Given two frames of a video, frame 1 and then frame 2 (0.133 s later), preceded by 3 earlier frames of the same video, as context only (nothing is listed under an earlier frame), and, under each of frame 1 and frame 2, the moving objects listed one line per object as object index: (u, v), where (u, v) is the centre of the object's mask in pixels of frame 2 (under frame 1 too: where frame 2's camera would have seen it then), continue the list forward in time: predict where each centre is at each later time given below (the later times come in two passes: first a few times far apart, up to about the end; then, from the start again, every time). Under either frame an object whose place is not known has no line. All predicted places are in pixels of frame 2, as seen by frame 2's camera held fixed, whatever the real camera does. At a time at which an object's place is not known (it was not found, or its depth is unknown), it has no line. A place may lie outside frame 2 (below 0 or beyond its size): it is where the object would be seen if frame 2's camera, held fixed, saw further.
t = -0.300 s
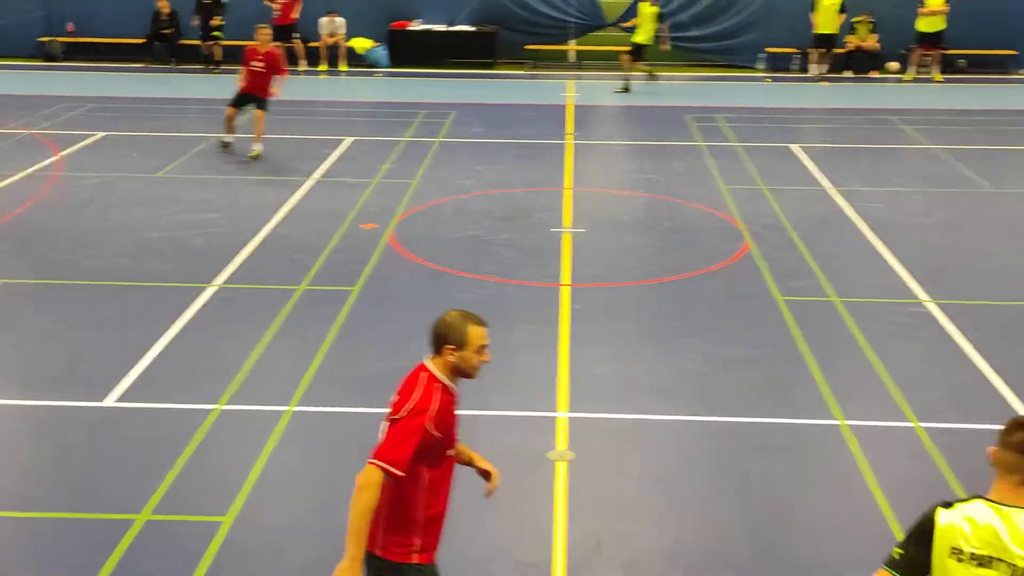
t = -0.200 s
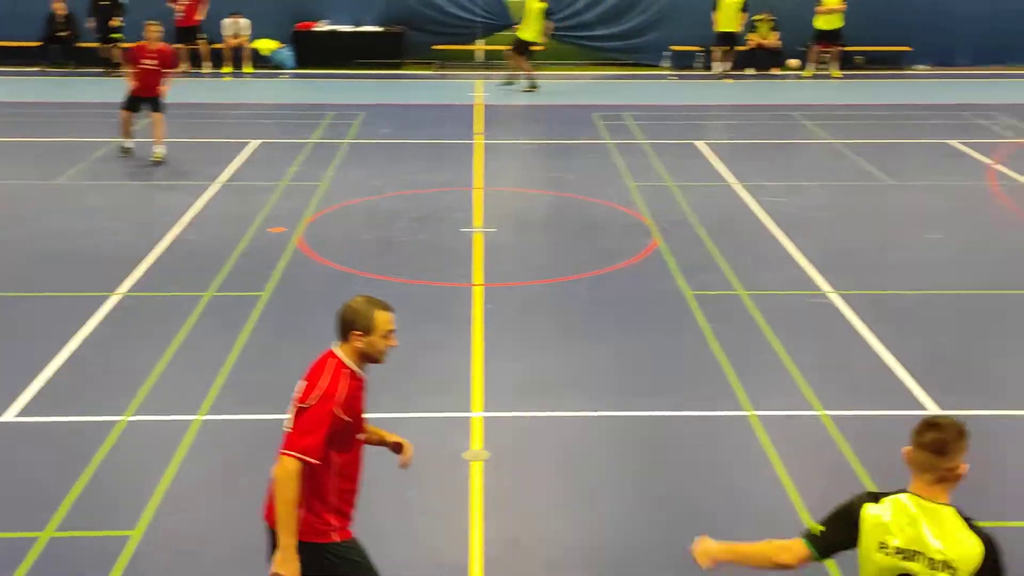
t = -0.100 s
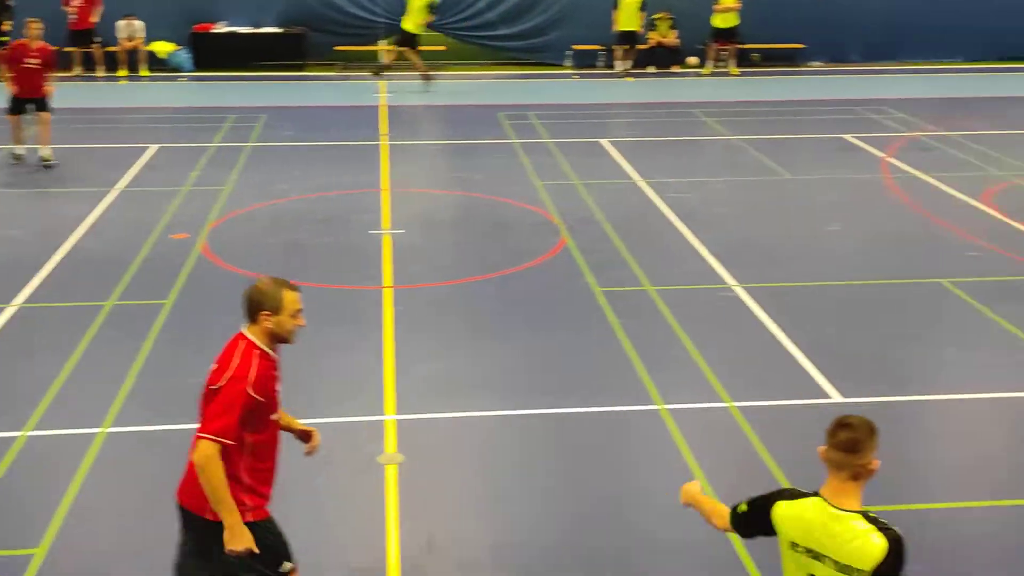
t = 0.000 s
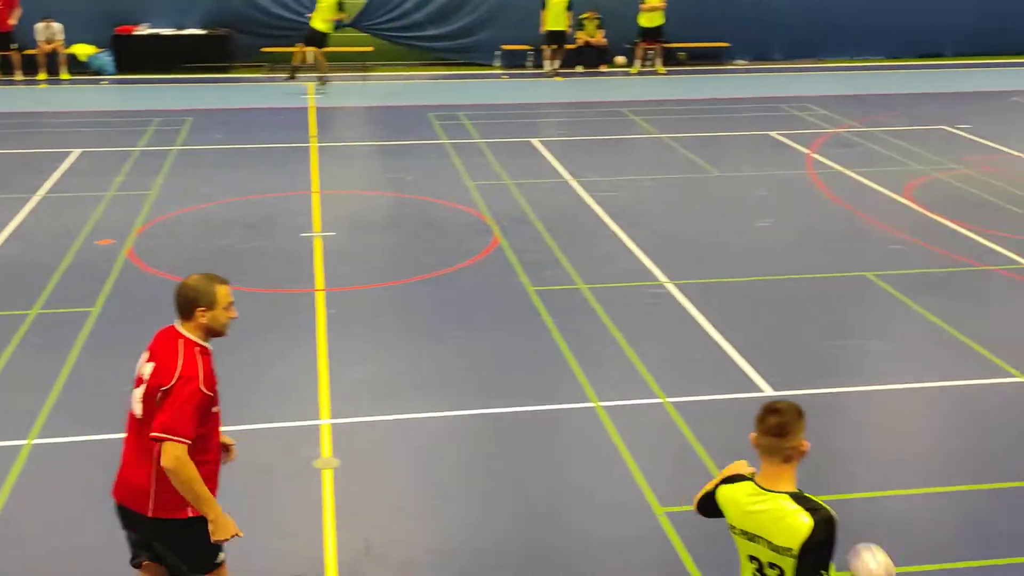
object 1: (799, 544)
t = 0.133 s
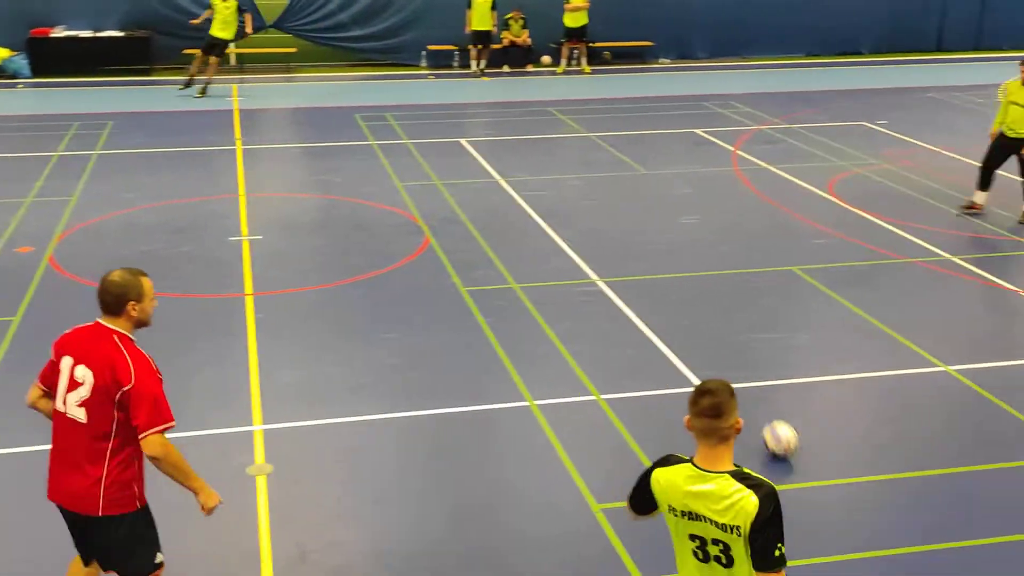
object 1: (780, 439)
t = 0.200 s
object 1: (774, 399)
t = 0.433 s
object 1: (753, 303)
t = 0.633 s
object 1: (743, 252)
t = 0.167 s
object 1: (777, 419)
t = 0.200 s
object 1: (774, 399)
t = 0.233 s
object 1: (770, 379)
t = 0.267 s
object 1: (767, 364)
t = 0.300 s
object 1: (763, 351)
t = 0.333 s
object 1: (760, 336)
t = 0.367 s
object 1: (758, 324)
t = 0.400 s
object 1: (755, 313)
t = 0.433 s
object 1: (753, 303)
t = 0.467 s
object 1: (751, 294)
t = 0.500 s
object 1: (749, 285)
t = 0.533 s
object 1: (748, 276)
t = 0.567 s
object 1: (746, 268)
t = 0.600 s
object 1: (744, 260)
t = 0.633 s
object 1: (743, 252)
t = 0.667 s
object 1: (742, 246)
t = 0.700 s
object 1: (740, 238)
